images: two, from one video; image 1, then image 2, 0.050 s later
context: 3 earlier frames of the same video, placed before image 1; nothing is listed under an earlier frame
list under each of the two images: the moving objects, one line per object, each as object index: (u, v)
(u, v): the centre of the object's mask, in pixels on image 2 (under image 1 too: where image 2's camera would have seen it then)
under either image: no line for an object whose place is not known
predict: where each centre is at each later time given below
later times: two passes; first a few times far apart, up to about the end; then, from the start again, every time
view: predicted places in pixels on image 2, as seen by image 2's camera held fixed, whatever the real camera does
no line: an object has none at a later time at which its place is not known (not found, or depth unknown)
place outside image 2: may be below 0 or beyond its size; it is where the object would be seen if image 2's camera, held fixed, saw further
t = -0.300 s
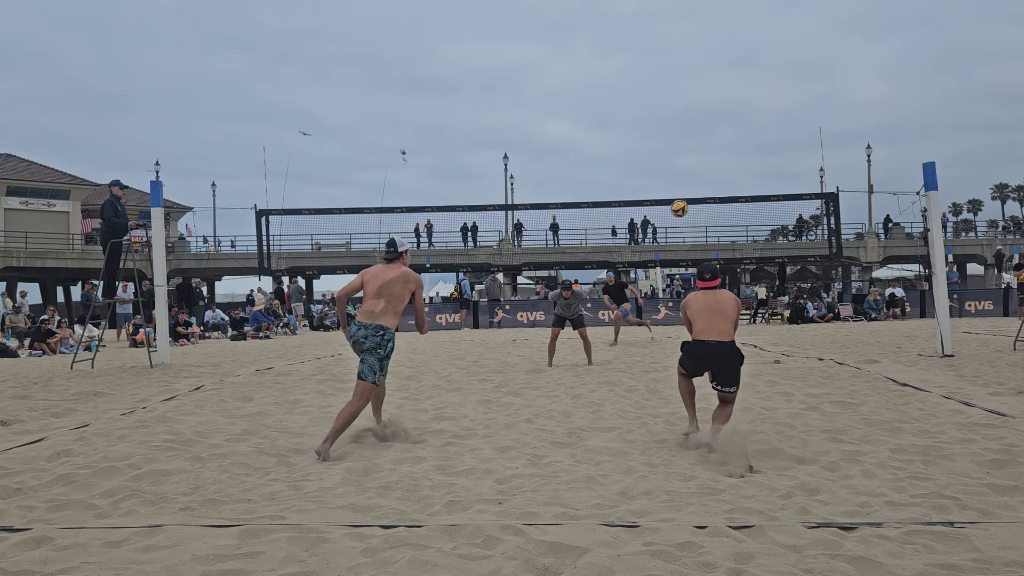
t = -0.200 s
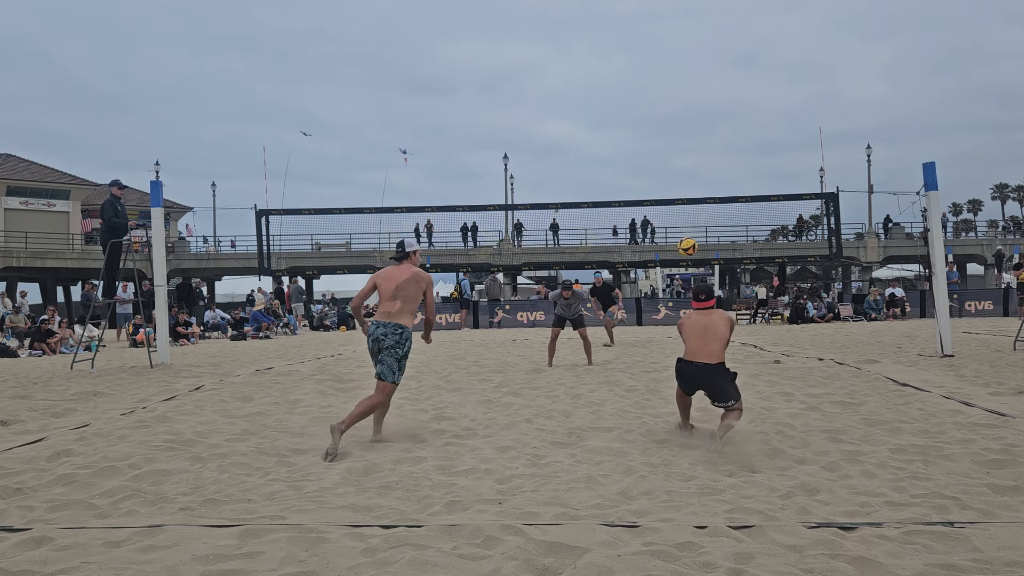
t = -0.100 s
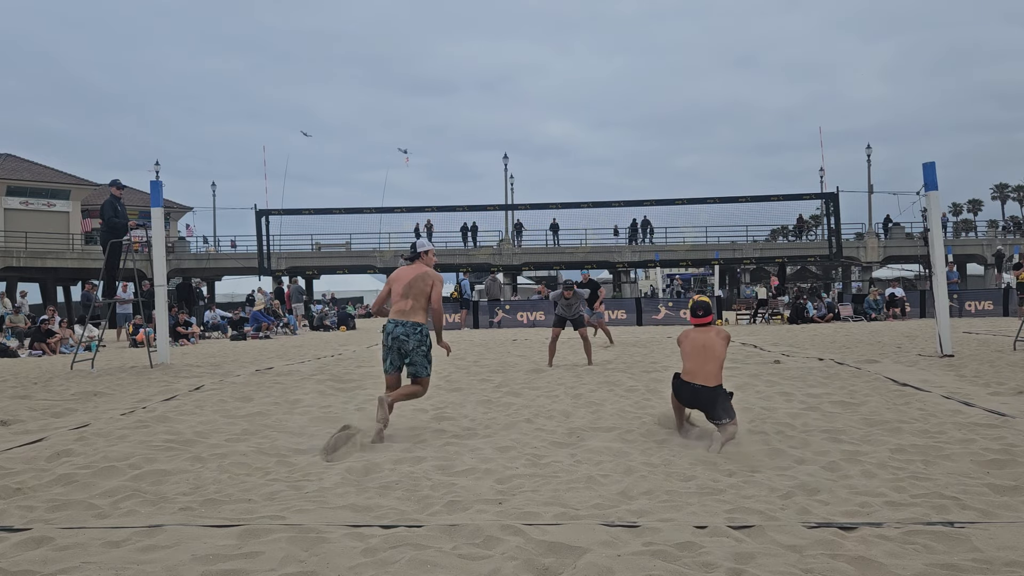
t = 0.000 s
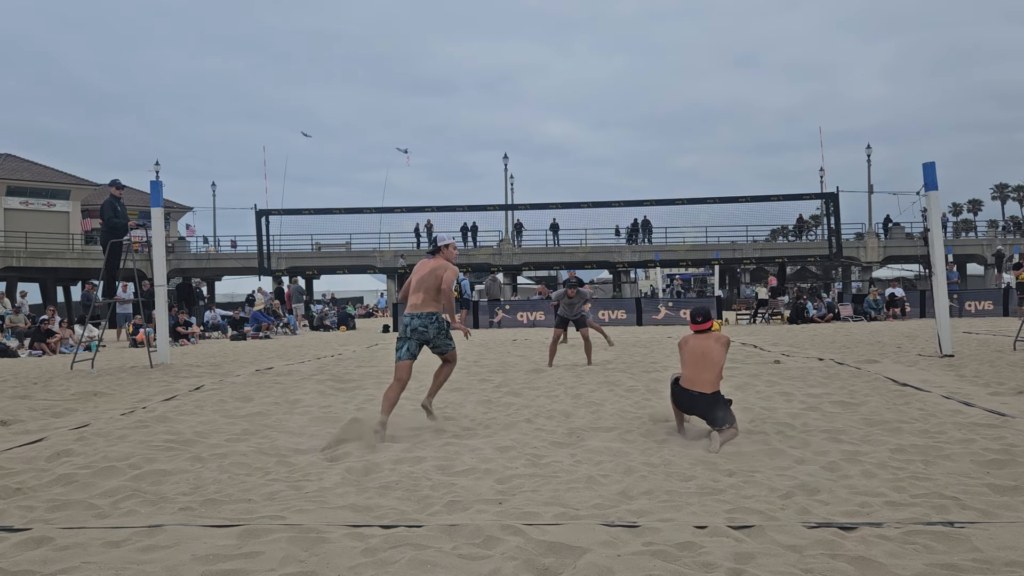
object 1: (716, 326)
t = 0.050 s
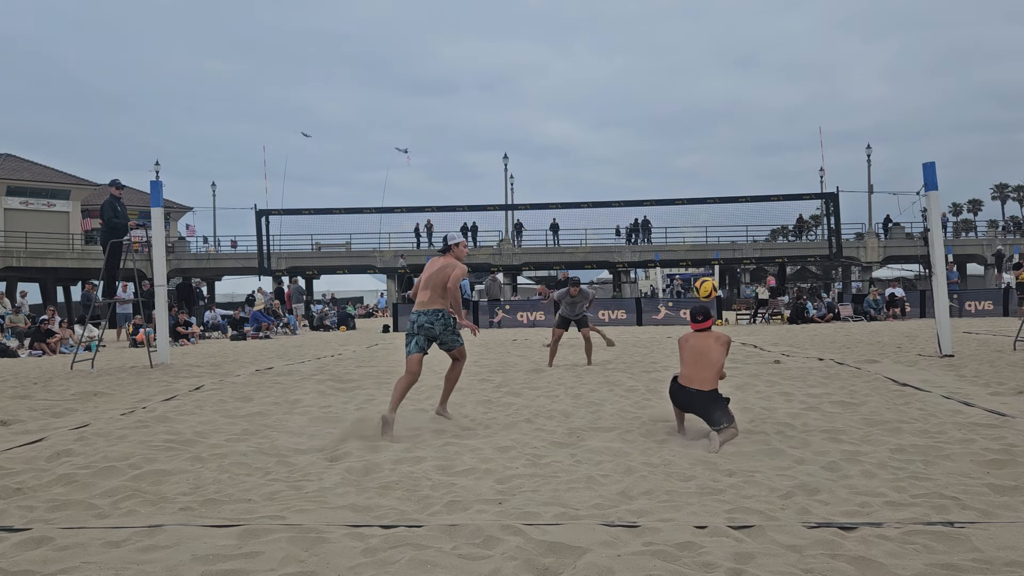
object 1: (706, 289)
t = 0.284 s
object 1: (694, 150)
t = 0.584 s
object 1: (687, 68)
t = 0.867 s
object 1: (685, 71)
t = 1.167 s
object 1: (684, 145)
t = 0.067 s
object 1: (705, 277)
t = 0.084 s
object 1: (704, 264)
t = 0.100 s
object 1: (703, 253)
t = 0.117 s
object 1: (702, 242)
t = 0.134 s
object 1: (701, 231)
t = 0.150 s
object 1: (700, 220)
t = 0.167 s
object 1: (699, 210)
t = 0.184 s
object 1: (698, 200)
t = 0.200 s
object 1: (698, 191)
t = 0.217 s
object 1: (697, 182)
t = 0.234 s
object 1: (696, 174)
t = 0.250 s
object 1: (696, 166)
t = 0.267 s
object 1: (695, 158)
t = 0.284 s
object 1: (694, 150)
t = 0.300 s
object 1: (694, 143)
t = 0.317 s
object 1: (693, 136)
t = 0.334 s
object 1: (693, 130)
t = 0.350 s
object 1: (692, 123)
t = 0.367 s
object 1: (692, 117)
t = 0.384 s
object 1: (691, 112)
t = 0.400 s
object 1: (691, 107)
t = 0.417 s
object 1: (690, 102)
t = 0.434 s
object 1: (690, 97)
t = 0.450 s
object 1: (690, 93)
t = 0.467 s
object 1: (689, 89)
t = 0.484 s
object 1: (689, 85)
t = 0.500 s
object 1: (689, 81)
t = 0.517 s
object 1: (689, 78)
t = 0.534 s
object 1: (688, 75)
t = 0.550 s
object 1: (688, 73)
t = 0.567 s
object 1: (688, 70)
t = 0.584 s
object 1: (687, 68)
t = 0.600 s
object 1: (687, 66)
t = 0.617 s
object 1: (687, 65)
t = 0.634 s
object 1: (687, 63)
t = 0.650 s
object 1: (686, 62)
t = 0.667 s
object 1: (687, 61)
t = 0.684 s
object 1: (686, 61)
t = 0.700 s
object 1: (686, 61)
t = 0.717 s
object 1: (686, 61)
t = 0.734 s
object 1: (686, 61)
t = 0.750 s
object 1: (686, 62)
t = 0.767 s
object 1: (685, 62)
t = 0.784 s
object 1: (685, 63)
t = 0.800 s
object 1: (685, 64)
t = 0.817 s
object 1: (685, 65)
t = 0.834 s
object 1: (685, 67)
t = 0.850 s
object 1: (685, 69)
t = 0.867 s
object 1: (685, 71)
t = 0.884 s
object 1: (685, 73)
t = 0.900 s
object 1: (685, 76)
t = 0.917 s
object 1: (685, 79)
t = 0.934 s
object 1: (685, 81)
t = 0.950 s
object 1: (685, 85)
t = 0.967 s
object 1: (684, 88)
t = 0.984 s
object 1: (684, 92)
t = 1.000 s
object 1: (684, 95)
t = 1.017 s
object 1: (684, 99)
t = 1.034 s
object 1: (684, 104)
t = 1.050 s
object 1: (684, 108)
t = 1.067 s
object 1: (684, 113)
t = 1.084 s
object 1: (684, 118)
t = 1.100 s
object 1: (684, 123)
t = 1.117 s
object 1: (684, 128)
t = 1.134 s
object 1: (684, 134)
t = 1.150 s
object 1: (684, 139)
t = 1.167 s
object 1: (684, 145)
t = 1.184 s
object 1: (685, 151)
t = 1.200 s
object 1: (684, 157)
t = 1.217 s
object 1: (685, 164)
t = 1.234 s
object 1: (685, 170)
